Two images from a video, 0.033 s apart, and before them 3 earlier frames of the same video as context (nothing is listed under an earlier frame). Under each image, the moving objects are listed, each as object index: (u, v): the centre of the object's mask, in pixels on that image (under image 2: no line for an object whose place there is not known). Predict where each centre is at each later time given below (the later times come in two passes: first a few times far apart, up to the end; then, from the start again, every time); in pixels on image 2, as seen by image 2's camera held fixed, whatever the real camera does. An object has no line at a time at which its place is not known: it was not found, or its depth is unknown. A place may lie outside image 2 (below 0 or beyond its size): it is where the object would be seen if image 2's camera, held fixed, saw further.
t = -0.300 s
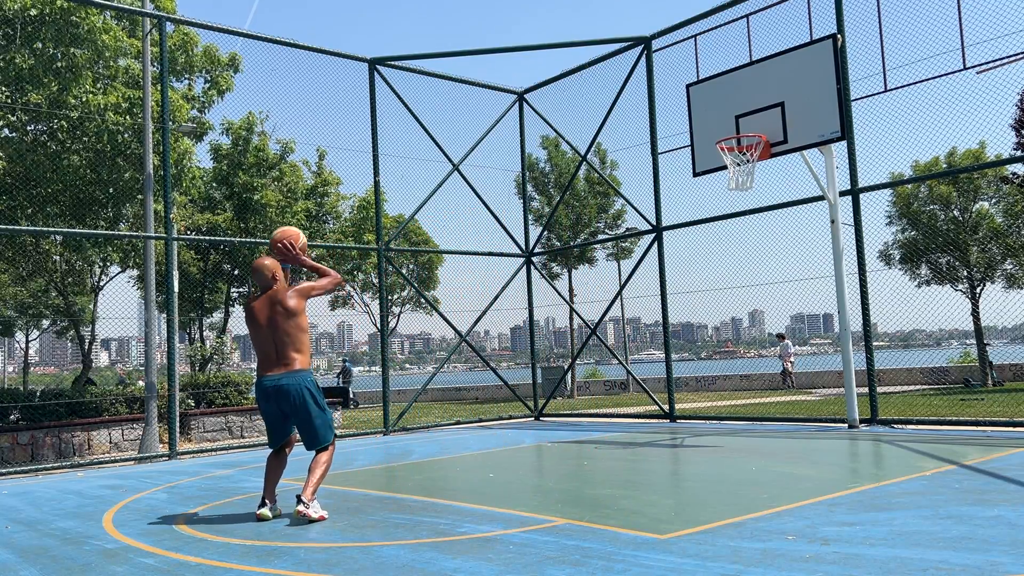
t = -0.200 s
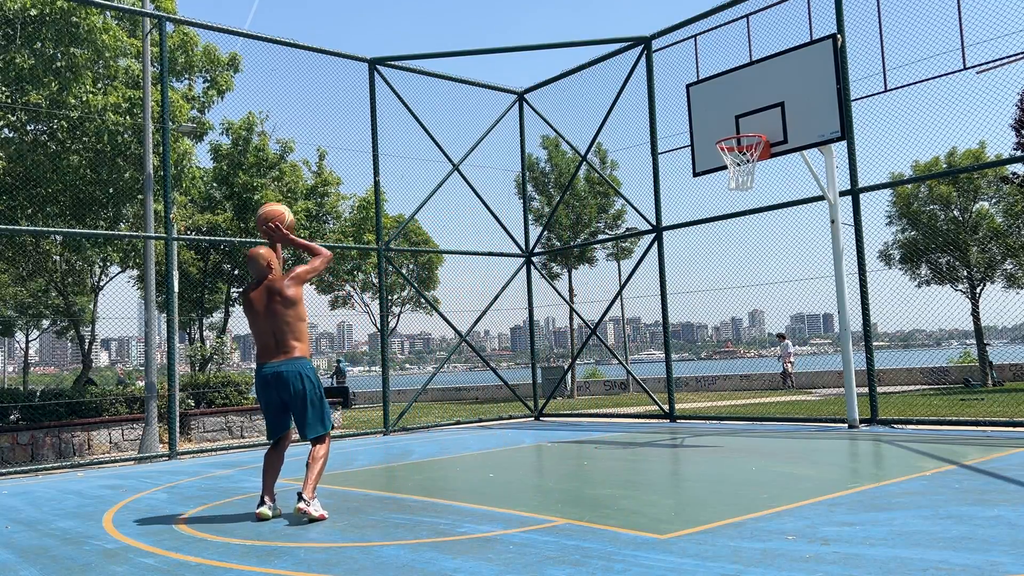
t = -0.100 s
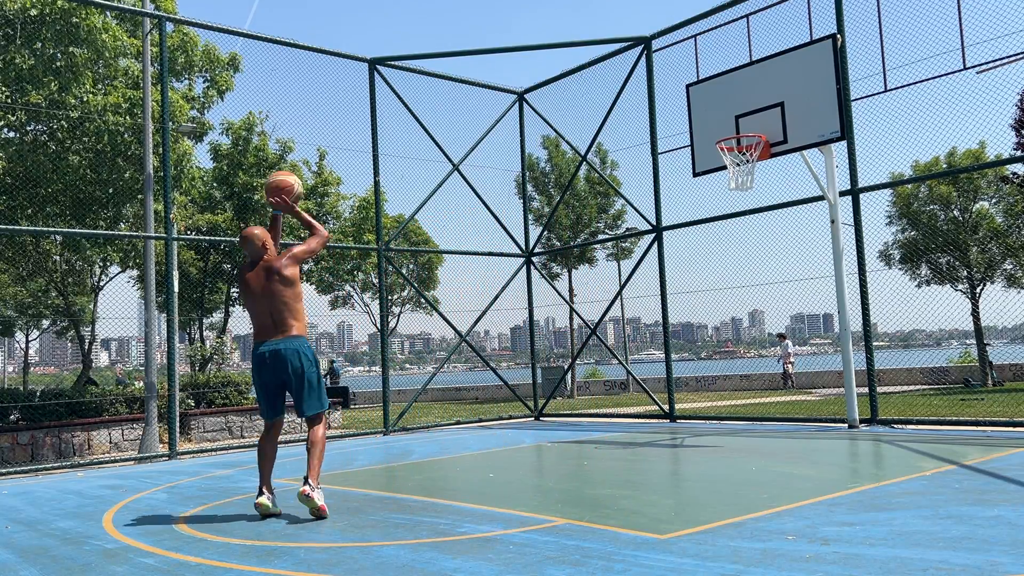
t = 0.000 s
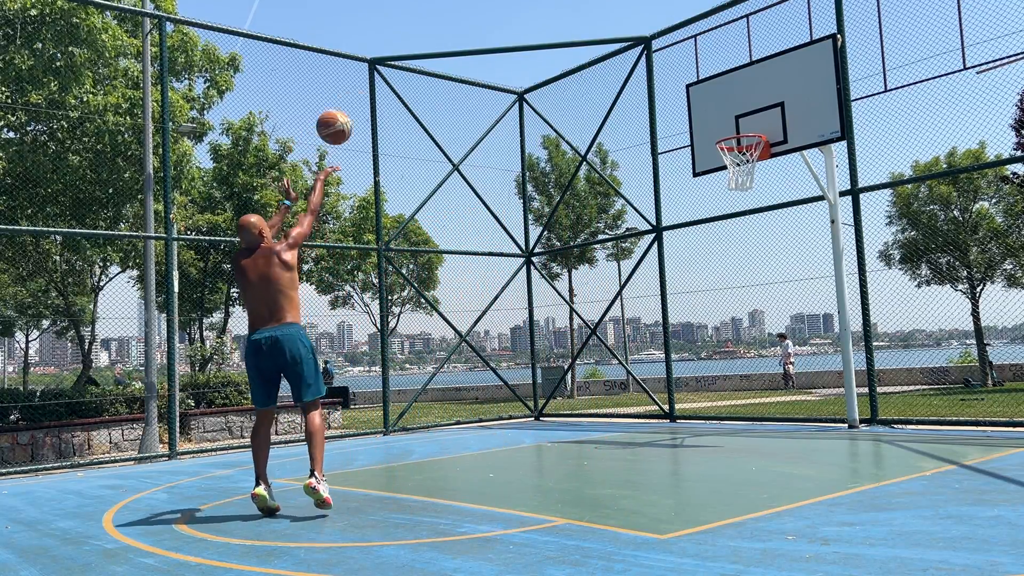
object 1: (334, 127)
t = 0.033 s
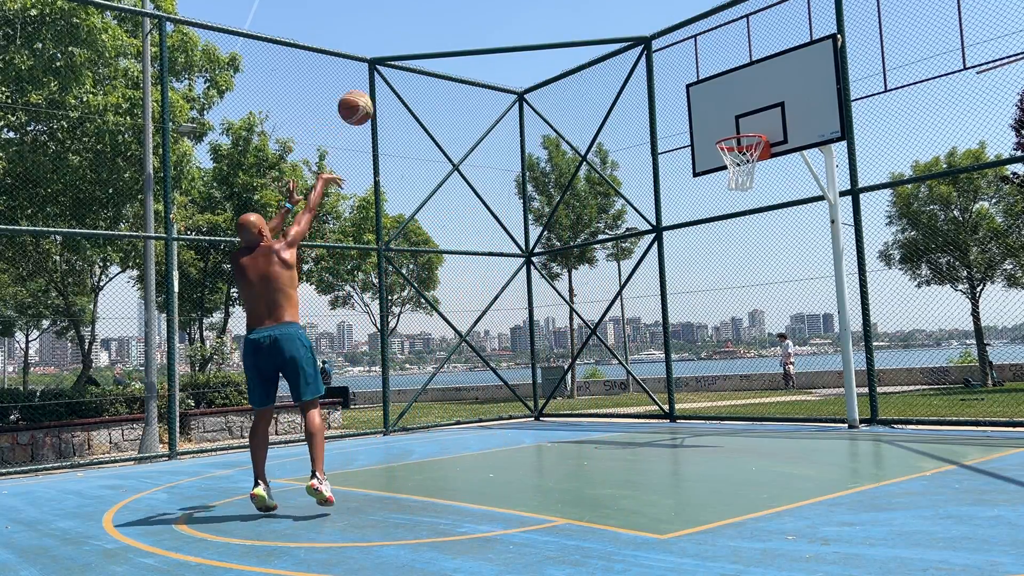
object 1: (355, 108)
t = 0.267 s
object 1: (485, 29)
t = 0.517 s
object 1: (598, 24)
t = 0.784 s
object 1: (700, 87)
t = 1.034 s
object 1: (737, 163)
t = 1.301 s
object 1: (691, 219)
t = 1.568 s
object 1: (653, 334)
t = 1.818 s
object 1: (622, 388)
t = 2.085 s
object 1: (593, 283)
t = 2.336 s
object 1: (567, 246)
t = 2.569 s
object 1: (546, 267)
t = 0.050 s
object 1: (365, 99)
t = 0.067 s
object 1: (376, 91)
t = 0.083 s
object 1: (385, 83)
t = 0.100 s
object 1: (395, 76)
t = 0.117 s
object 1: (405, 70)
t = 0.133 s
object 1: (415, 63)
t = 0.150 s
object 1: (424, 58)
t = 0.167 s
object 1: (433, 53)
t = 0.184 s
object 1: (442, 48)
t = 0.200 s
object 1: (451, 43)
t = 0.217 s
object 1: (460, 39)
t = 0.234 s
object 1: (468, 35)
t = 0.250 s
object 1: (477, 32)
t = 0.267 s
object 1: (485, 29)
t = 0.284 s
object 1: (493, 27)
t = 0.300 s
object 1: (501, 24)
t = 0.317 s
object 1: (509, 23)
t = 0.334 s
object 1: (517, 21)
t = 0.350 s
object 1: (525, 19)
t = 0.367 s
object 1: (533, 18)
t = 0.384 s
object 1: (540, 18)
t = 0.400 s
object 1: (548, 18)
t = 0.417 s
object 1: (555, 18)
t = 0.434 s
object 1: (562, 18)
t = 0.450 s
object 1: (570, 19)
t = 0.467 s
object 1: (577, 20)
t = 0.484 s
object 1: (584, 21)
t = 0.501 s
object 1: (591, 23)
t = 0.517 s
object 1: (598, 24)
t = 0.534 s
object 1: (605, 27)
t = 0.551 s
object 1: (611, 29)
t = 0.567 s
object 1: (618, 32)
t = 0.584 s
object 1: (625, 35)
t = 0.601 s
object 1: (631, 37)
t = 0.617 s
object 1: (638, 41)
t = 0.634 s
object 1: (644, 44)
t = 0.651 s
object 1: (651, 48)
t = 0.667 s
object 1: (657, 52)
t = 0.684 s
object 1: (663, 57)
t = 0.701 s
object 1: (669, 62)
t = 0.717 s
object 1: (676, 66)
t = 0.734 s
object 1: (682, 71)
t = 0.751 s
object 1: (688, 76)
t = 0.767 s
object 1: (694, 81)
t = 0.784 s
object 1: (700, 87)
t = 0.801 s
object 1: (706, 93)
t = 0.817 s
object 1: (712, 99)
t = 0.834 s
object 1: (718, 105)
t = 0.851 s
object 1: (723, 111)
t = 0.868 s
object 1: (729, 118)
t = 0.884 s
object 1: (735, 125)
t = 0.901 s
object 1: (739, 129)
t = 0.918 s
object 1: (745, 130)
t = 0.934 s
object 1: (751, 131)
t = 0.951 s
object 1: (754, 140)
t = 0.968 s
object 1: (751, 144)
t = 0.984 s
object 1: (745, 152)
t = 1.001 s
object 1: (742, 157)
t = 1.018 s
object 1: (739, 160)
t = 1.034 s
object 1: (737, 163)
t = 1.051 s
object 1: (731, 165)
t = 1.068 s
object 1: (728, 173)
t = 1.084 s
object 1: (725, 173)
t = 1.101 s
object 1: (723, 175)
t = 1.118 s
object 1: (720, 177)
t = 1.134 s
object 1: (717, 180)
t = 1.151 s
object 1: (715, 182)
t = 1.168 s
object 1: (712, 185)
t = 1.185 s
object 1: (709, 189)
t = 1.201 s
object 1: (707, 192)
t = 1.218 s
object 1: (704, 196)
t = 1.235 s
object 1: (701, 200)
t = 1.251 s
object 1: (699, 204)
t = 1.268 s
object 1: (696, 209)
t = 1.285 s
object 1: (694, 213)
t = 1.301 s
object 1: (691, 219)
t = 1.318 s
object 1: (689, 224)
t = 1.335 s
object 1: (686, 230)
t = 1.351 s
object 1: (683, 235)
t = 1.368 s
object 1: (681, 241)
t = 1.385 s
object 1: (678, 248)
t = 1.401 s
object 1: (676, 254)
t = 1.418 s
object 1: (675, 261)
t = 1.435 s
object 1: (672, 268)
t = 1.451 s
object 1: (669, 275)
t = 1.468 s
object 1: (667, 283)
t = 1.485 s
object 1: (664, 291)
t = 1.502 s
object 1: (662, 299)
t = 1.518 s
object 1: (660, 307)
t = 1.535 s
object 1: (658, 315)
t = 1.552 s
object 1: (655, 324)
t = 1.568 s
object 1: (653, 334)
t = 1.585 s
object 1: (651, 343)
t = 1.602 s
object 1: (649, 353)
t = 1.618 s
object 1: (646, 363)
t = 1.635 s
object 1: (644, 374)
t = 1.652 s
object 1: (642, 384)
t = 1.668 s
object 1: (640, 395)
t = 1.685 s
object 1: (638, 405)
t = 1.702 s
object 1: (636, 417)
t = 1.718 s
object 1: (634, 429)
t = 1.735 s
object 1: (632, 434)
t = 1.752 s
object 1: (630, 425)
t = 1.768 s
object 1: (628, 415)
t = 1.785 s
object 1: (626, 406)
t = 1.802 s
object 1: (624, 396)
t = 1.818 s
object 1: (622, 388)
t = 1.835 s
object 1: (620, 380)
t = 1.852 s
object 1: (618, 371)
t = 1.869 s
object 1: (616, 363)
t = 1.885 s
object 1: (615, 355)
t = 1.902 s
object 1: (612, 348)
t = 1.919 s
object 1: (611, 341)
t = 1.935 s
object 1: (609, 334)
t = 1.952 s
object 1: (607, 327)
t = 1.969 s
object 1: (606, 321)
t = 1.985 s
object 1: (603, 315)
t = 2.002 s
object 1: (601, 309)
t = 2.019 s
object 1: (600, 303)
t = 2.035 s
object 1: (598, 298)
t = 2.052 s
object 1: (596, 293)
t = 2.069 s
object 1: (594, 288)
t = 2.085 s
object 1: (593, 283)
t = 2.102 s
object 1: (591, 279)
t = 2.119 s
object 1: (589, 275)
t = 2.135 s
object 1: (587, 271)
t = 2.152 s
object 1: (586, 267)
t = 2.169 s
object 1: (584, 264)
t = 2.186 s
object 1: (583, 261)
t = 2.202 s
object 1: (581, 258)
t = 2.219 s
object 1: (579, 256)
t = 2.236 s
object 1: (577, 254)
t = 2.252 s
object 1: (576, 252)
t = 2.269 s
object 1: (574, 251)
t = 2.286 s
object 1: (572, 249)
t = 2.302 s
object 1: (571, 248)
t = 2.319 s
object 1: (569, 247)
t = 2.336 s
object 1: (567, 246)
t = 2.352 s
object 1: (566, 246)
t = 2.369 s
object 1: (564, 245)
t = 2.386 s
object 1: (563, 245)
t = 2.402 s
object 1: (561, 246)
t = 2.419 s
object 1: (560, 246)
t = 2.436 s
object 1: (558, 247)
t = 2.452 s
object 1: (557, 249)
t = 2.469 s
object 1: (555, 250)
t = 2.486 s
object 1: (553, 252)
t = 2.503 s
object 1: (552, 255)
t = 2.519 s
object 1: (550, 257)
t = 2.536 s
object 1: (549, 260)
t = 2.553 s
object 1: (547, 263)
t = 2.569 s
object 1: (546, 267)
